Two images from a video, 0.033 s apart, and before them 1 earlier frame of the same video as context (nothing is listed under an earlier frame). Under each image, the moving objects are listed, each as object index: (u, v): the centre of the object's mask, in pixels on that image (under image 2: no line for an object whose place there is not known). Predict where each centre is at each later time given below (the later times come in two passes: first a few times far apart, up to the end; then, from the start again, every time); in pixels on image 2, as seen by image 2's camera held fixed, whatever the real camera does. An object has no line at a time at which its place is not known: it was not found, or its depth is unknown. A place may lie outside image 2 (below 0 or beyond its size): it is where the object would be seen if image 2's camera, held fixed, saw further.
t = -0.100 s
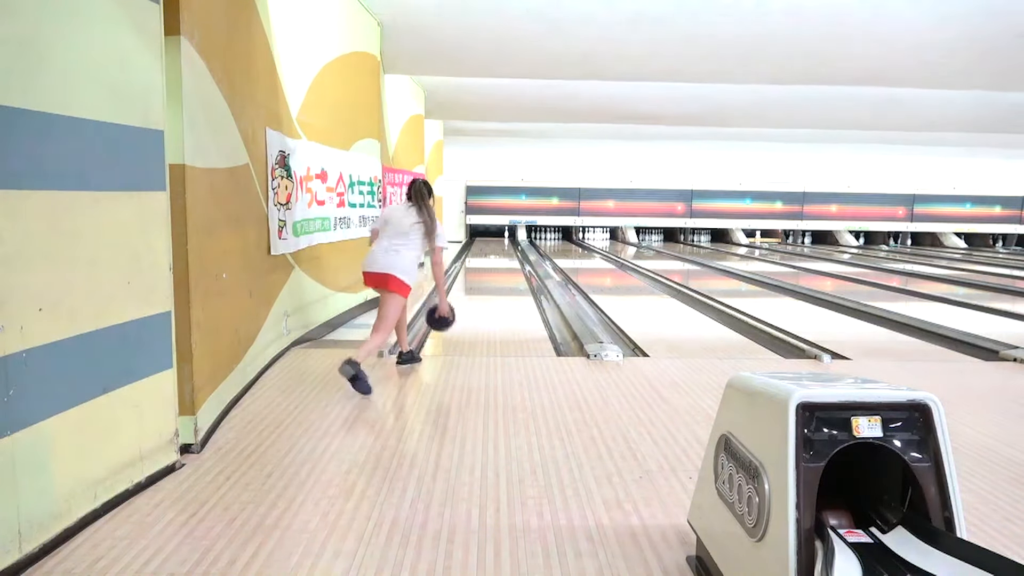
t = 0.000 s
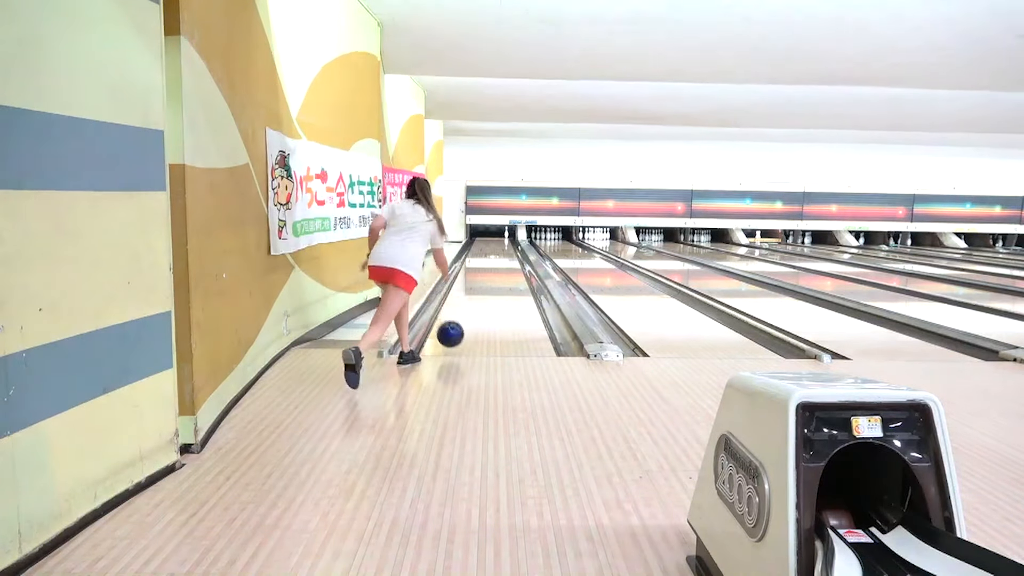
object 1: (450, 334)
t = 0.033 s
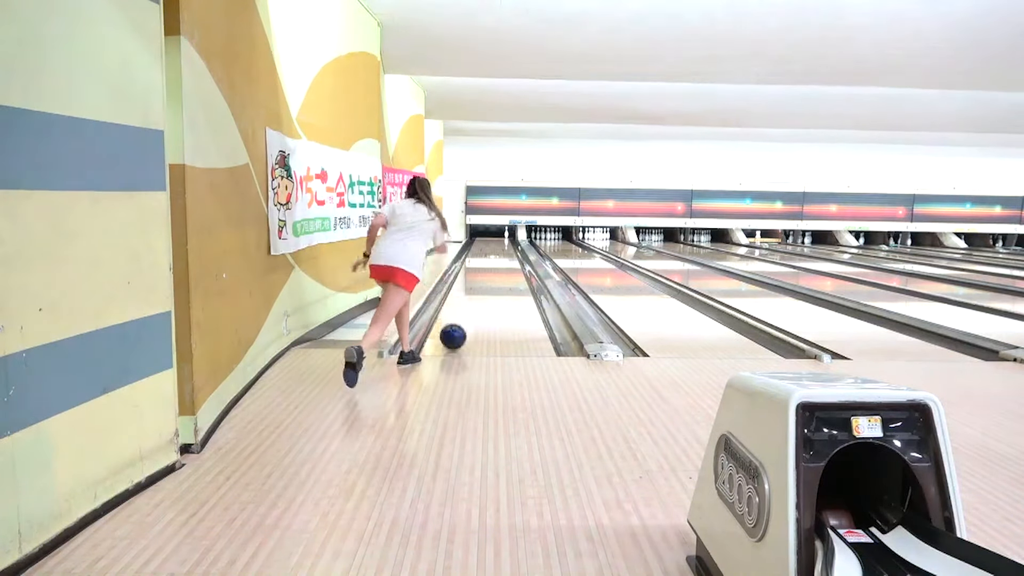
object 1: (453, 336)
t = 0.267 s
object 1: (468, 315)
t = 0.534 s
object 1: (478, 299)
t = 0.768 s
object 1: (485, 288)
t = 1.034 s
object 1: (490, 278)
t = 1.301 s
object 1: (495, 269)
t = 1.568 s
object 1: (499, 262)
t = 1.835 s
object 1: (502, 256)
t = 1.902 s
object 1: (502, 254)
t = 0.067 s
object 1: (455, 331)
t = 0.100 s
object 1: (458, 327)
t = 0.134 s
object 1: (460, 325)
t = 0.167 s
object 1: (462, 323)
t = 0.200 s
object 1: (464, 320)
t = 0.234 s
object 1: (466, 318)
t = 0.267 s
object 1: (468, 315)
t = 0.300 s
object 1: (469, 312)
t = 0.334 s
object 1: (471, 310)
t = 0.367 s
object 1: (472, 308)
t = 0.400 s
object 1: (473, 306)
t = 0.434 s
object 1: (475, 304)
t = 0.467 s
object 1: (476, 302)
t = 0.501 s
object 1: (477, 300)
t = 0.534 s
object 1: (478, 299)
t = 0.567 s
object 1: (479, 296)
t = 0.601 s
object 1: (480, 295)
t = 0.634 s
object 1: (481, 294)
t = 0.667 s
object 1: (482, 292)
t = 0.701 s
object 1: (483, 290)
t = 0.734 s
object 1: (484, 289)
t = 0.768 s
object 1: (485, 288)
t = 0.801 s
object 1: (486, 286)
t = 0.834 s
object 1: (486, 285)
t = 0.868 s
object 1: (487, 284)
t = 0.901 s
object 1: (488, 283)
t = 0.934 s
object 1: (489, 282)
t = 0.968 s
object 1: (489, 280)
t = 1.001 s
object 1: (490, 279)
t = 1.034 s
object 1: (490, 278)
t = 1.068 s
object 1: (491, 277)
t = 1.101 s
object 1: (492, 276)
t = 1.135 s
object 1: (492, 275)
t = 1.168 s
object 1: (493, 274)
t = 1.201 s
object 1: (493, 273)
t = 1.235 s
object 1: (494, 272)
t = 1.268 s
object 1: (494, 271)
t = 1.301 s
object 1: (495, 269)
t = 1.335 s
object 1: (495, 269)
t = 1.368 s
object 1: (496, 268)
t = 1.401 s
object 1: (496, 267)
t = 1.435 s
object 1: (497, 266)
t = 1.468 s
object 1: (497, 265)
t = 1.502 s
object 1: (498, 264)
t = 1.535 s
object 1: (498, 263)
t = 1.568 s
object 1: (499, 262)
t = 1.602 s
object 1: (499, 261)
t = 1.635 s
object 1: (500, 260)
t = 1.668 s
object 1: (500, 260)
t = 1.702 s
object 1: (500, 259)
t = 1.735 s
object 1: (501, 258)
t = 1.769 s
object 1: (501, 257)
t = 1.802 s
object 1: (501, 257)
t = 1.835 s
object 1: (502, 256)
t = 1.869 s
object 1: (502, 255)
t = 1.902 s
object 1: (502, 254)
